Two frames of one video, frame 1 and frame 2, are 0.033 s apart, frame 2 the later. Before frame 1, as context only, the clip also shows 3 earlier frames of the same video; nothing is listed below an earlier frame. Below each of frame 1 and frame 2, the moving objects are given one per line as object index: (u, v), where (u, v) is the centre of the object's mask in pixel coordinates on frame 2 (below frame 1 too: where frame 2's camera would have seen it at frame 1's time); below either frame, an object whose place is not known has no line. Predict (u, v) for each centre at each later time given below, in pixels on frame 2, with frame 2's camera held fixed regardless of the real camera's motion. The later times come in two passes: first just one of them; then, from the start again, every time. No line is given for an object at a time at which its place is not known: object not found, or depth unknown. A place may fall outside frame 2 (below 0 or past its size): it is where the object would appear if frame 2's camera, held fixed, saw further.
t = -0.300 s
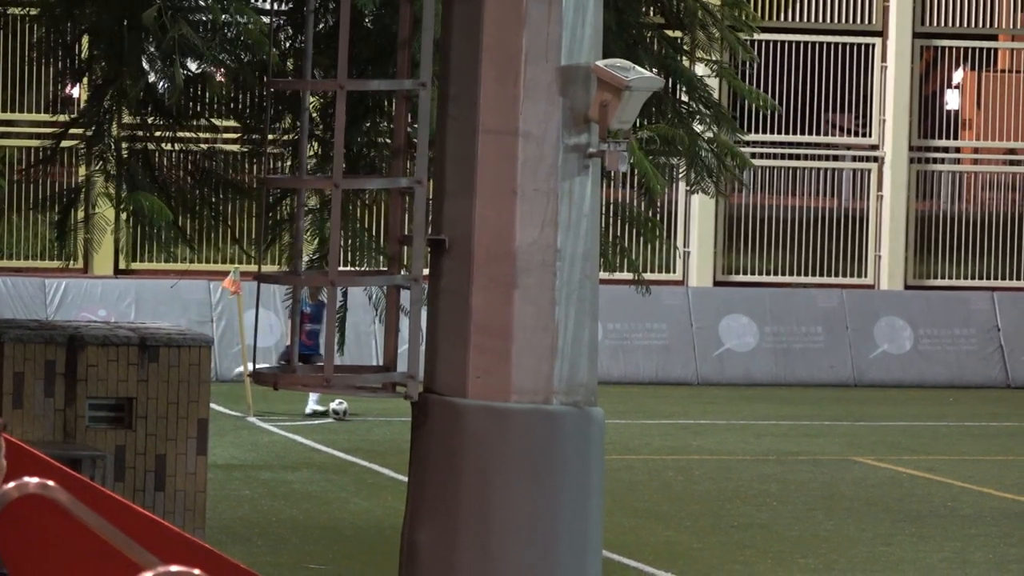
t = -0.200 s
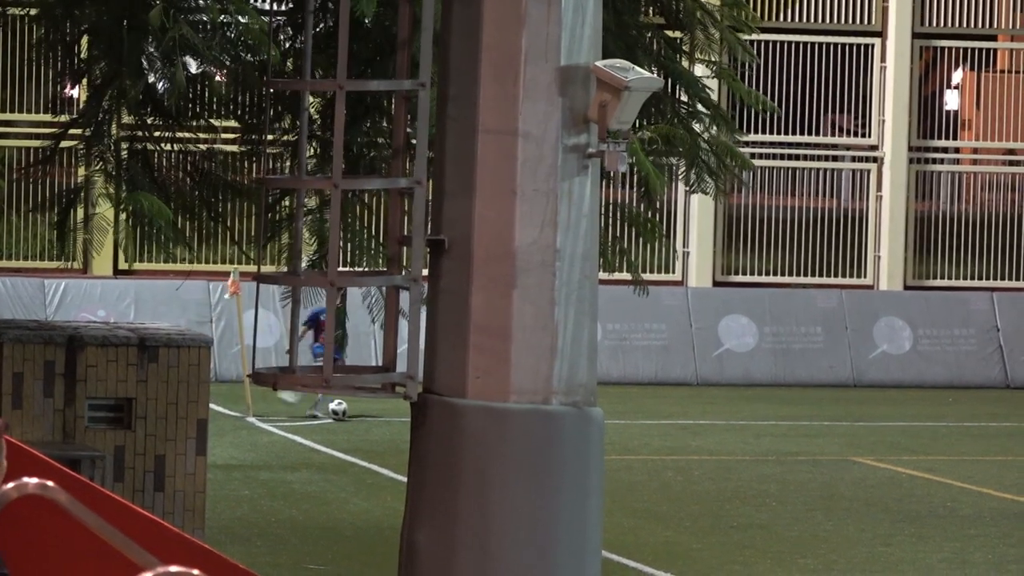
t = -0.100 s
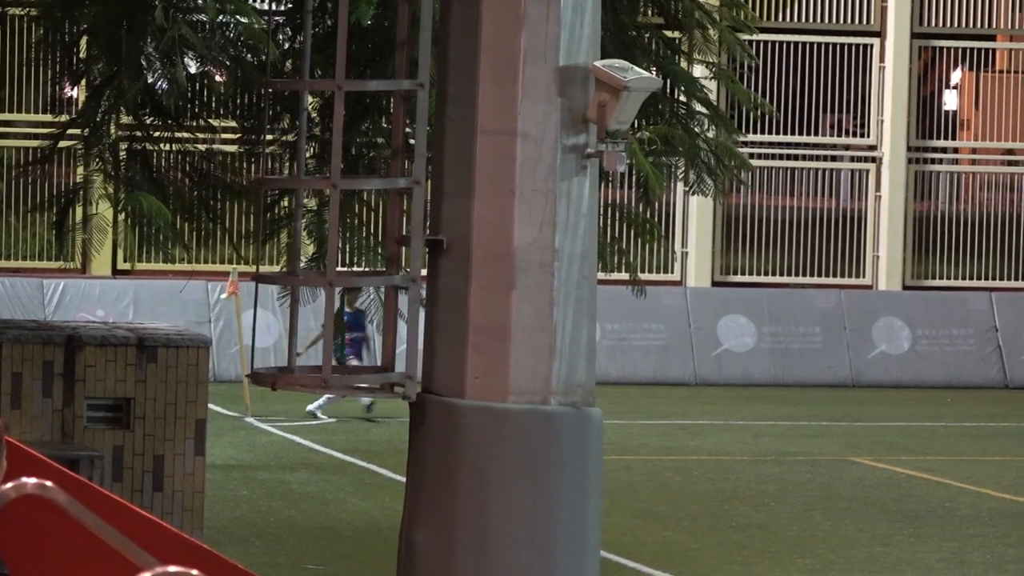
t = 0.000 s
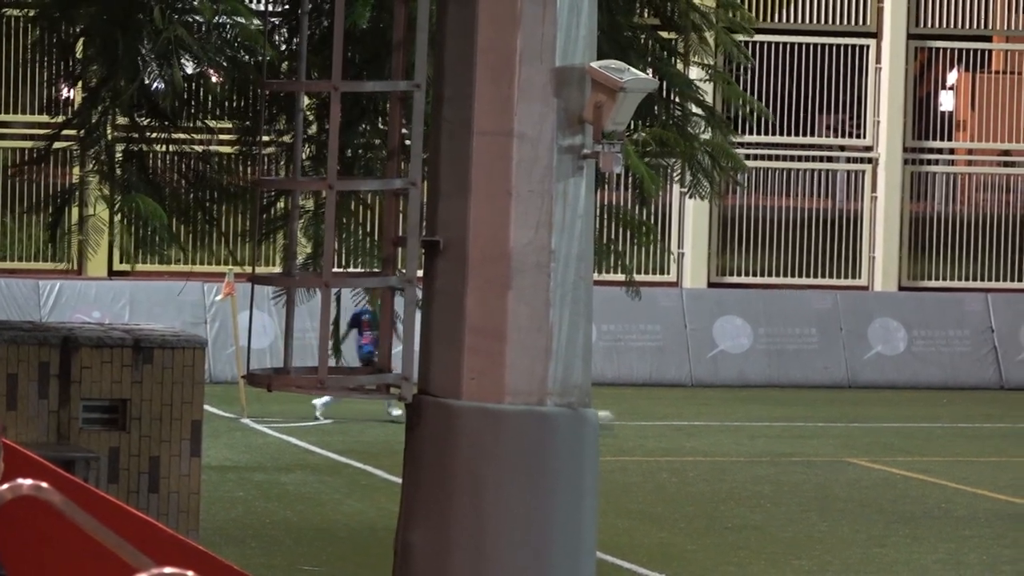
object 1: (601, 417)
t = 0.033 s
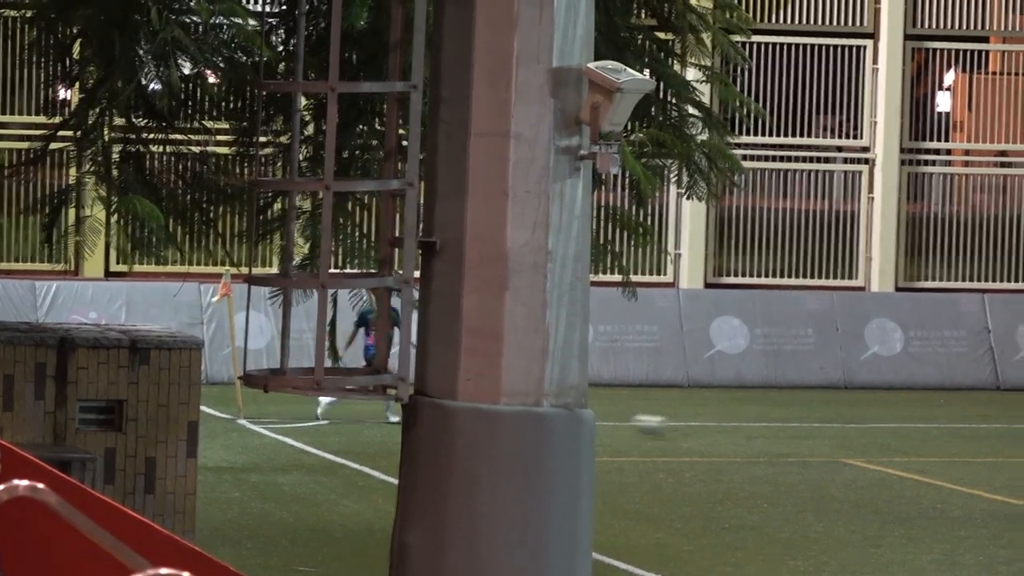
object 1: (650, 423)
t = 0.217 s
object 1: (932, 432)
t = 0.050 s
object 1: (677, 427)
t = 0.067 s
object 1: (704, 431)
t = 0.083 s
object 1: (731, 431)
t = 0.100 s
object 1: (756, 431)
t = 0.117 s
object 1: (781, 430)
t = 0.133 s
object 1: (805, 429)
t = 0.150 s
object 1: (830, 429)
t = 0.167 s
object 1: (855, 429)
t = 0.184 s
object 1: (880, 430)
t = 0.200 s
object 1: (906, 431)
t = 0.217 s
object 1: (932, 432)
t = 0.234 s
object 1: (960, 434)
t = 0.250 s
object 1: (987, 436)
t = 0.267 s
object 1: (1013, 439)
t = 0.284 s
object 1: (1041, 441)
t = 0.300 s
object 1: (1068, 445)
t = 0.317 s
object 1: (1095, 450)
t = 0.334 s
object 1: (1123, 454)
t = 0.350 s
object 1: (1148, 455)
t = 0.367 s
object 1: (1171, 454)
